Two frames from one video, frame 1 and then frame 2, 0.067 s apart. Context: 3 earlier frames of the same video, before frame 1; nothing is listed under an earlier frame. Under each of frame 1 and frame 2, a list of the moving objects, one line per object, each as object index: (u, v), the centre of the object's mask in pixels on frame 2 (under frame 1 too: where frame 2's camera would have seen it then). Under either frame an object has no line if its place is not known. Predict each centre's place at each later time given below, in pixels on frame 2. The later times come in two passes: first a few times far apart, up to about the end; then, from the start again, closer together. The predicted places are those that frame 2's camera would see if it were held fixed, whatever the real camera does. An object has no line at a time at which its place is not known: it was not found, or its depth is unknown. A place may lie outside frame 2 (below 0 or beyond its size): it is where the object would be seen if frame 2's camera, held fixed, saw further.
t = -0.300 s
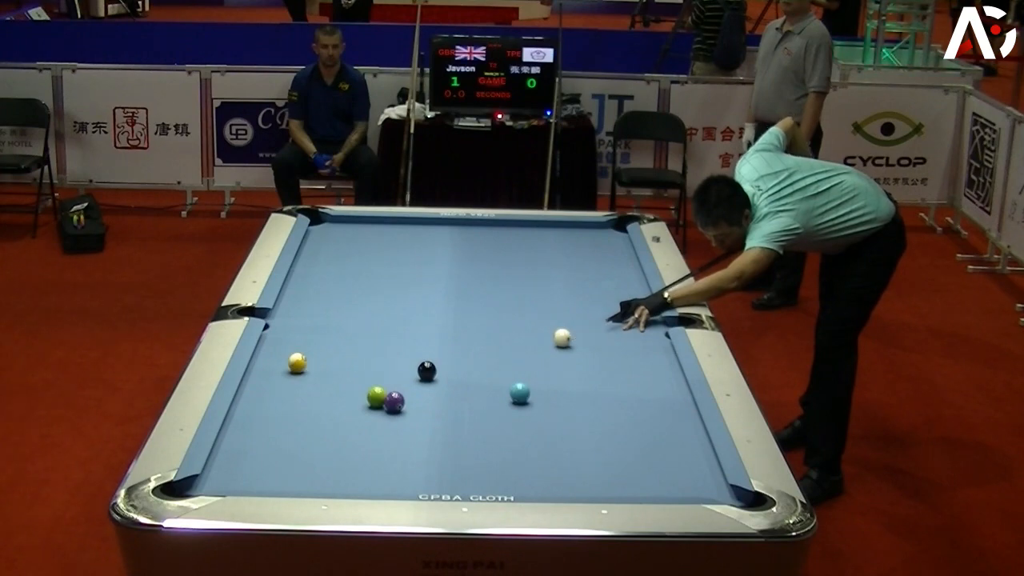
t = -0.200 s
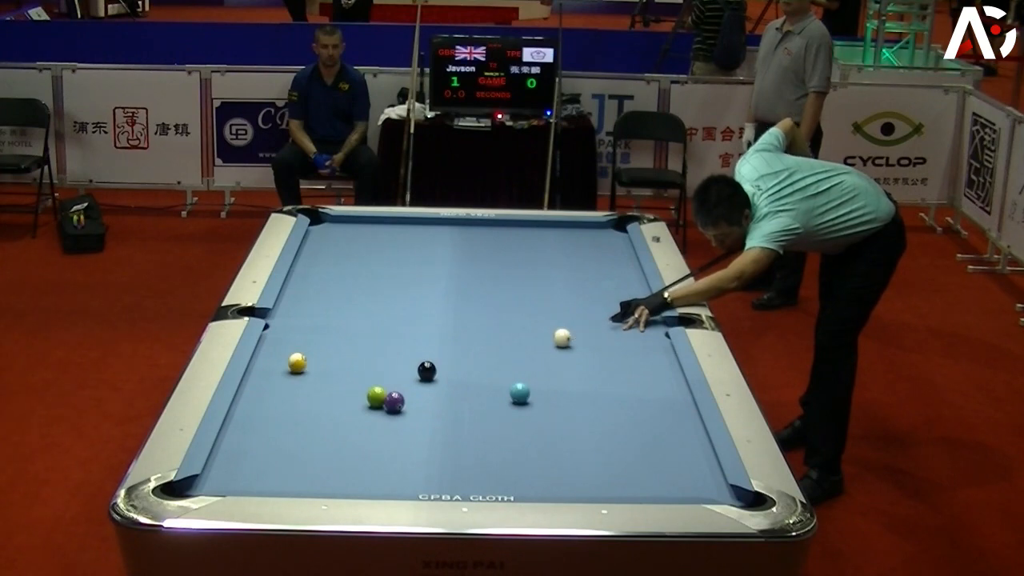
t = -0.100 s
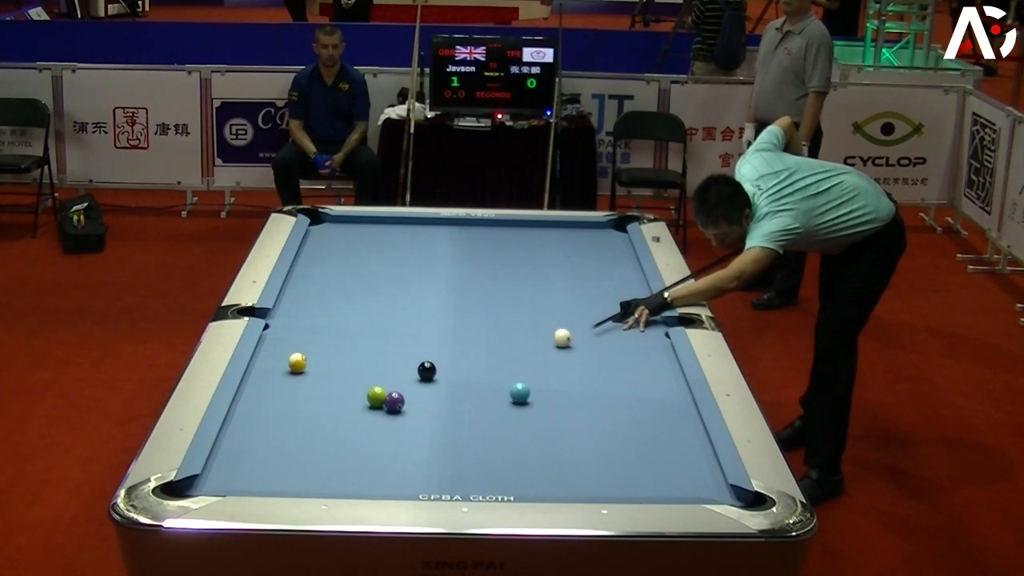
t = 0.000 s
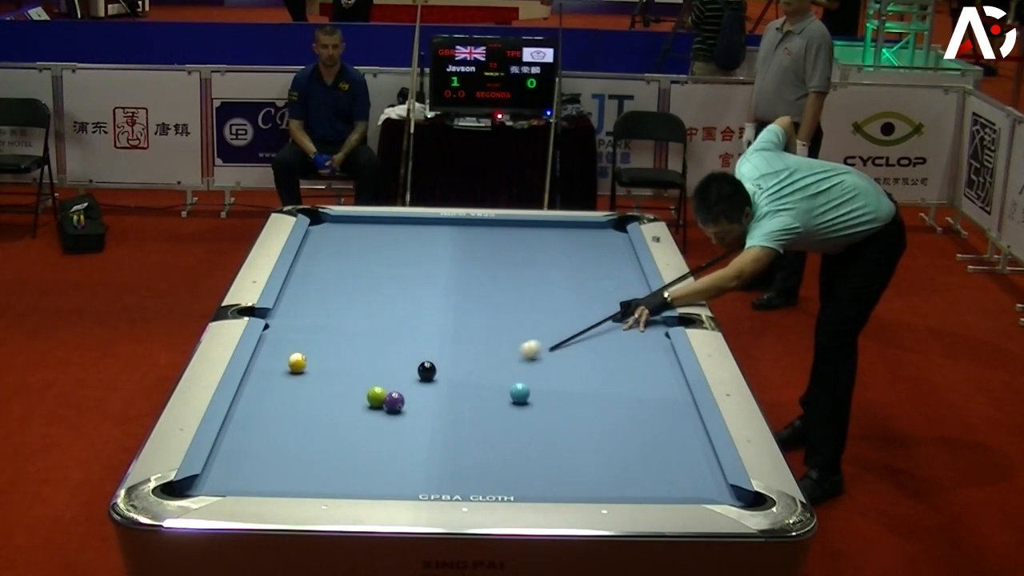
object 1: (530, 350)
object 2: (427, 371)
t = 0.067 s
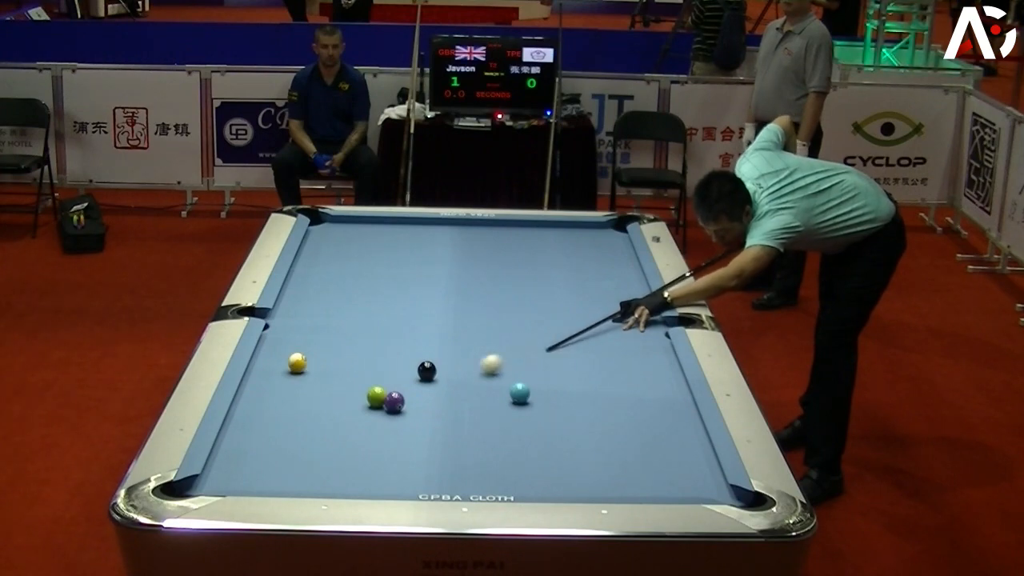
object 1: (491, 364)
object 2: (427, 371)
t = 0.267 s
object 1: (403, 394)
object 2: (427, 371)
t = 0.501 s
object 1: (407, 386)
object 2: (427, 371)
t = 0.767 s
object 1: (416, 377)
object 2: (429, 369)
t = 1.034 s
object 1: (415, 375)
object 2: (435, 366)
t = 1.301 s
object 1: (415, 373)
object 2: (441, 362)
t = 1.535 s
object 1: (415, 372)
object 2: (446, 359)
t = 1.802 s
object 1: (416, 371)
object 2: (450, 356)
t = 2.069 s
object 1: (416, 371)
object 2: (453, 355)
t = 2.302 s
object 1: (416, 371)
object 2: (455, 354)
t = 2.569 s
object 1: (416, 371)
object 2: (457, 353)
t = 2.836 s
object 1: (416, 371)
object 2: (458, 352)
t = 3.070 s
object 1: (416, 371)
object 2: (458, 352)
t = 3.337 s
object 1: (416, 371)
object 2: (458, 352)
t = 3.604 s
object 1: (416, 371)
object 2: (458, 352)
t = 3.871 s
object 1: (416, 371)
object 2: (458, 352)
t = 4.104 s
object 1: (416, 371)
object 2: (458, 352)
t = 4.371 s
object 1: (416, 371)
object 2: (458, 352)
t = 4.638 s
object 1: (416, 371)
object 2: (458, 352)
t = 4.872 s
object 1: (416, 371)
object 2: (458, 352)
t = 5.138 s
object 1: (416, 371)
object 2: (458, 352)
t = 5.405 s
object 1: (416, 371)
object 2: (458, 352)
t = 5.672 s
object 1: (416, 371)
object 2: (458, 352)
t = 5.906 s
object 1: (416, 371)
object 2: (458, 352)
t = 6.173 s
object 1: (416, 371)
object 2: (458, 352)
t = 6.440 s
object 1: (416, 371)
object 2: (458, 352)
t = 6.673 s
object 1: (416, 371)
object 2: (458, 352)
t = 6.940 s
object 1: (416, 371)
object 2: (458, 352)
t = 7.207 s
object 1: (416, 371)
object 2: (458, 352)
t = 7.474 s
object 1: (416, 371)
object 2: (458, 352)
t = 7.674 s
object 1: (416, 371)
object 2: (458, 352)
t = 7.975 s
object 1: (416, 371)
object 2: (458, 352)
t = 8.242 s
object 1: (416, 371)
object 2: (458, 352)
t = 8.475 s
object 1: (416, 371)
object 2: (458, 352)
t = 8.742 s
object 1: (416, 371)
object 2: (458, 352)
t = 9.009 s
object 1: (416, 371)
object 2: (458, 352)
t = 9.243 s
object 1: (416, 371)
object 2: (458, 352)
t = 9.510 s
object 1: (416, 371)
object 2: (458, 352)
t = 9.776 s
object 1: (416, 371)
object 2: (458, 352)
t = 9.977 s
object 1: (416, 371)
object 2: (458, 352)
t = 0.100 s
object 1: (471, 371)
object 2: (427, 371)
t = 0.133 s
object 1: (452, 379)
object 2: (427, 371)
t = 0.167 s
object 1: (431, 387)
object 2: (426, 369)
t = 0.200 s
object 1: (413, 394)
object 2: (427, 371)
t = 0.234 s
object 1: (405, 395)
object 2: (427, 371)
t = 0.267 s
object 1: (403, 394)
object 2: (427, 371)
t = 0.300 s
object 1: (402, 394)
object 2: (427, 371)
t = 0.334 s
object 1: (402, 393)
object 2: (427, 371)
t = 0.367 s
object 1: (403, 392)
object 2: (427, 371)
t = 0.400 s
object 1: (403, 390)
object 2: (427, 371)
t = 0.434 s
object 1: (405, 389)
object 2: (427, 371)
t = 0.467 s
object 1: (406, 387)
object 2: (427, 371)
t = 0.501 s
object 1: (407, 386)
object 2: (427, 371)
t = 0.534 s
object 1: (409, 385)
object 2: (427, 371)
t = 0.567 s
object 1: (410, 384)
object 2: (427, 371)
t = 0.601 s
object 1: (411, 382)
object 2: (427, 371)
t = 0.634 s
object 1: (412, 381)
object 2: (427, 370)
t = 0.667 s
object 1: (413, 380)
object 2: (428, 370)
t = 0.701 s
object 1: (414, 379)
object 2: (428, 370)
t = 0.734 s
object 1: (416, 377)
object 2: (428, 370)
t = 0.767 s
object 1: (416, 377)
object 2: (429, 369)
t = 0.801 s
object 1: (416, 376)
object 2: (430, 369)
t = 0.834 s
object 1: (416, 376)
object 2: (430, 369)
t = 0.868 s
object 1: (415, 376)
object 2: (431, 368)
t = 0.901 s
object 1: (415, 376)
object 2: (432, 368)
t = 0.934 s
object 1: (415, 375)
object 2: (432, 367)
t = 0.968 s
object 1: (415, 375)
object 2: (433, 367)
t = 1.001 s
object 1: (415, 375)
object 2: (434, 366)
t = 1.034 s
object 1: (415, 375)
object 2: (435, 366)
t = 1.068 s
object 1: (414, 374)
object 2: (436, 365)
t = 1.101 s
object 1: (414, 374)
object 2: (436, 365)
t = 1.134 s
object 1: (414, 374)
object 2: (437, 364)
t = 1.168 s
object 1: (414, 374)
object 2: (438, 364)
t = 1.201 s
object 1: (414, 374)
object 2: (439, 363)
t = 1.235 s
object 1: (414, 373)
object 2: (440, 362)
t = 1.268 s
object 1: (414, 373)
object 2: (440, 362)
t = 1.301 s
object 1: (415, 373)
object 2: (441, 362)
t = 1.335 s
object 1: (415, 373)
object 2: (442, 361)
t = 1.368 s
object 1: (415, 372)
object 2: (443, 360)
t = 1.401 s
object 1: (414, 372)
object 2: (443, 360)
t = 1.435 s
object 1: (415, 372)
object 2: (444, 360)
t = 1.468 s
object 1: (415, 372)
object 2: (444, 360)
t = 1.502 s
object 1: (415, 372)
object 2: (445, 359)
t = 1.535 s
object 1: (415, 372)
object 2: (446, 359)
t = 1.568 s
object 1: (415, 372)
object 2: (446, 358)
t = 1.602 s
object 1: (415, 372)
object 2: (447, 358)
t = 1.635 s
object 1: (415, 371)
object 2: (447, 358)
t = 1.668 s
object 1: (415, 371)
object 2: (448, 358)
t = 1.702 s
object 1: (415, 371)
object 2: (448, 357)
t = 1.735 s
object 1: (415, 371)
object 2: (449, 357)
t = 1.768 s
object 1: (416, 371)
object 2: (449, 357)
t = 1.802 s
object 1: (416, 371)
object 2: (450, 356)
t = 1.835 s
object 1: (416, 371)
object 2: (450, 356)
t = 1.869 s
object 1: (416, 371)
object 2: (451, 356)
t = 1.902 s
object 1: (416, 371)
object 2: (451, 355)
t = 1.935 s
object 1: (416, 371)
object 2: (452, 355)
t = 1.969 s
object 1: (416, 371)
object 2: (452, 355)
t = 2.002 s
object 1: (416, 371)
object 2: (452, 355)
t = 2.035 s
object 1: (416, 371)
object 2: (453, 355)
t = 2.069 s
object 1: (416, 371)
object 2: (453, 355)
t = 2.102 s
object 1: (416, 371)
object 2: (453, 354)
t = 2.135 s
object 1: (416, 371)
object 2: (454, 354)
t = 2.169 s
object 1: (416, 371)
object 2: (454, 354)
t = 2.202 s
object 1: (416, 371)
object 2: (454, 354)
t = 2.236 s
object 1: (416, 371)
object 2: (455, 354)
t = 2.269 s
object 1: (416, 371)
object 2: (455, 353)
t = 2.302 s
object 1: (416, 371)
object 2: (455, 354)
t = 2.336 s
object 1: (416, 371)
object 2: (456, 353)
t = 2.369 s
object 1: (416, 371)
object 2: (456, 353)
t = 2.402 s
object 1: (416, 371)
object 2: (456, 353)
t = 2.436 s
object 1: (416, 371)
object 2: (456, 353)
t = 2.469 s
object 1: (416, 371)
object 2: (457, 353)
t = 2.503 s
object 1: (416, 371)
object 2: (457, 353)
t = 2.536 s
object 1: (416, 371)
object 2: (457, 353)
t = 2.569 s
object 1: (416, 371)
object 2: (457, 353)
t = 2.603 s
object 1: (416, 371)
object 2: (457, 352)
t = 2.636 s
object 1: (416, 371)
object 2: (457, 352)
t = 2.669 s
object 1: (416, 371)
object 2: (458, 352)
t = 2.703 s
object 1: (416, 371)
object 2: (458, 352)
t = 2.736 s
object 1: (416, 371)
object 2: (458, 352)
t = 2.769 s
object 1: (416, 371)
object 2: (458, 352)
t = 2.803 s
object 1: (416, 371)
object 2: (458, 352)
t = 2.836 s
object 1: (416, 371)
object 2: (458, 352)
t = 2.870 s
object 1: (416, 371)
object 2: (458, 352)
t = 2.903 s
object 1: (416, 371)
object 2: (458, 352)
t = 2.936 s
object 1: (416, 371)
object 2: (458, 352)
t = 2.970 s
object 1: (416, 371)
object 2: (458, 352)
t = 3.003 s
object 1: (416, 371)
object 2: (458, 352)
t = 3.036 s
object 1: (416, 371)
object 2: (458, 352)
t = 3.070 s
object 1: (416, 371)
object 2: (458, 352)
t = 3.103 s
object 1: (416, 371)
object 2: (458, 352)
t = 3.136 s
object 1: (416, 371)
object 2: (458, 352)
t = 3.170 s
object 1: (416, 371)
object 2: (458, 352)
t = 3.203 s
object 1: (416, 371)
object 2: (458, 352)
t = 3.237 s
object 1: (416, 371)
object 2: (458, 352)
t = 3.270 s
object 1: (416, 371)
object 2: (458, 352)
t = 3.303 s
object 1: (416, 371)
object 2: (458, 352)
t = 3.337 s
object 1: (416, 371)
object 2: (458, 352)
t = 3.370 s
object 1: (416, 371)
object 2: (458, 352)
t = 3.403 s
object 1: (416, 371)
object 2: (458, 352)
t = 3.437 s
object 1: (416, 371)
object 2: (458, 352)
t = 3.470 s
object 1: (416, 371)
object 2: (458, 352)
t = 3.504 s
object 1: (416, 371)
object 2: (458, 352)
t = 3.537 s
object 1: (416, 371)
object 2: (458, 352)
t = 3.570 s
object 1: (416, 371)
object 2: (458, 352)
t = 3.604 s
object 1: (416, 371)
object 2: (458, 352)
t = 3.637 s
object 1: (416, 371)
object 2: (458, 352)
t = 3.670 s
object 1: (416, 371)
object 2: (458, 352)
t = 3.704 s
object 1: (416, 371)
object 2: (458, 352)
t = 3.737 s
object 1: (416, 371)
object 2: (458, 352)
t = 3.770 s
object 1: (416, 371)
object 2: (458, 352)
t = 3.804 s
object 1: (416, 371)
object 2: (458, 352)
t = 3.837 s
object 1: (416, 371)
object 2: (458, 352)
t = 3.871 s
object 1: (416, 371)
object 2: (458, 352)
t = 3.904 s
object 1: (416, 371)
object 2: (458, 352)
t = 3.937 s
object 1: (416, 371)
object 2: (458, 352)
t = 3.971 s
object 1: (416, 371)
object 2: (458, 352)
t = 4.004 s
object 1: (416, 371)
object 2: (458, 352)
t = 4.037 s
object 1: (416, 371)
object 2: (458, 352)
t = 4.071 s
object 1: (416, 371)
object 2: (458, 352)
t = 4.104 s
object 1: (416, 371)
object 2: (458, 352)
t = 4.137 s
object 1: (416, 371)
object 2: (458, 352)
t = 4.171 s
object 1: (416, 371)
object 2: (458, 352)
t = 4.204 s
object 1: (416, 371)
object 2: (458, 352)
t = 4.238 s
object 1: (416, 371)
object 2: (458, 352)
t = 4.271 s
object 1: (416, 371)
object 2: (458, 352)
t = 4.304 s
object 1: (416, 371)
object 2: (458, 352)
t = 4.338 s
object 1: (416, 371)
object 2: (458, 352)
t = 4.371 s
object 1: (416, 371)
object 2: (458, 352)
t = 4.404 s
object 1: (416, 371)
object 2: (458, 352)
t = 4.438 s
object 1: (416, 371)
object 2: (458, 352)
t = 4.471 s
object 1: (416, 371)
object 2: (458, 352)
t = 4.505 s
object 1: (416, 371)
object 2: (458, 352)
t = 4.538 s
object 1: (416, 371)
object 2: (458, 352)
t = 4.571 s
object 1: (416, 371)
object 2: (458, 352)
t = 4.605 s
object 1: (416, 371)
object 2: (458, 352)
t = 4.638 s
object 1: (416, 371)
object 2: (458, 352)
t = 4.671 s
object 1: (416, 371)
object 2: (458, 352)
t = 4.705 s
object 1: (416, 371)
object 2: (458, 352)
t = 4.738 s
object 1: (416, 371)
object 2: (458, 352)
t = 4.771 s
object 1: (416, 371)
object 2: (458, 352)
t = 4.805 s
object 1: (416, 371)
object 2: (458, 352)
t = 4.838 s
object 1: (416, 371)
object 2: (458, 352)
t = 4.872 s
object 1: (416, 371)
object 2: (458, 352)
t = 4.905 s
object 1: (416, 371)
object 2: (458, 352)
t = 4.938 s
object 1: (416, 371)
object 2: (458, 352)
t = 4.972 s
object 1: (416, 371)
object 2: (458, 352)
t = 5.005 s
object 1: (416, 371)
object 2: (458, 352)
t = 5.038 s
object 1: (416, 371)
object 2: (458, 352)
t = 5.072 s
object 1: (416, 371)
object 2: (458, 352)
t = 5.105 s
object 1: (416, 371)
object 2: (458, 352)
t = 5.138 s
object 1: (416, 371)
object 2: (458, 352)
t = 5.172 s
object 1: (416, 371)
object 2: (458, 352)
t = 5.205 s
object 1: (416, 371)
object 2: (458, 352)
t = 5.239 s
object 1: (416, 371)
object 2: (458, 352)
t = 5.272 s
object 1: (416, 371)
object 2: (458, 352)
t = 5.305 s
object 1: (416, 371)
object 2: (458, 352)
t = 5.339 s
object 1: (416, 371)
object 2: (458, 352)
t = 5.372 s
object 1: (416, 371)
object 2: (458, 352)
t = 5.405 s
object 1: (416, 371)
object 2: (458, 352)
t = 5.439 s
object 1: (416, 371)
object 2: (458, 352)
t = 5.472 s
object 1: (416, 371)
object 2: (458, 352)
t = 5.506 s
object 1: (416, 371)
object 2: (458, 352)
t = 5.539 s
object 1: (416, 371)
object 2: (458, 352)
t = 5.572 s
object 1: (416, 371)
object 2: (458, 352)
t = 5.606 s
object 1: (416, 371)
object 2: (458, 352)
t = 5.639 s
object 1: (416, 371)
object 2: (458, 352)
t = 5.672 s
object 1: (416, 371)
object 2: (458, 352)
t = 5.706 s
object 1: (416, 371)
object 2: (458, 352)
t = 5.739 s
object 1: (416, 371)
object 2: (458, 352)
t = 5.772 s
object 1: (416, 371)
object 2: (458, 352)
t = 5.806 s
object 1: (416, 371)
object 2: (458, 352)
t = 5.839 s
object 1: (416, 371)
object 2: (458, 352)
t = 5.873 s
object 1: (416, 371)
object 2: (458, 352)
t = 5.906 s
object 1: (416, 371)
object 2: (458, 352)
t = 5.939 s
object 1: (416, 371)
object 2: (458, 352)
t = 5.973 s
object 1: (416, 371)
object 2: (458, 352)
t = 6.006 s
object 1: (416, 371)
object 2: (458, 352)
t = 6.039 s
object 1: (416, 371)
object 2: (458, 352)
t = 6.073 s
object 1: (416, 371)
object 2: (458, 352)
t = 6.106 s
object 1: (416, 371)
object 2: (458, 352)
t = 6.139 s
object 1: (416, 371)
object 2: (458, 352)
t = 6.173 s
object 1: (416, 371)
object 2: (458, 352)
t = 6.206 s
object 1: (416, 371)
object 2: (458, 352)
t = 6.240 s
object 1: (416, 371)
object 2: (458, 352)
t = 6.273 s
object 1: (416, 371)
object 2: (458, 352)
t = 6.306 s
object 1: (416, 371)
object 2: (458, 352)
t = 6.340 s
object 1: (416, 371)
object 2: (458, 352)
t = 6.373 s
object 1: (416, 371)
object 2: (458, 352)
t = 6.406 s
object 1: (416, 371)
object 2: (458, 352)
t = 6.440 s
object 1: (416, 371)
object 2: (458, 352)
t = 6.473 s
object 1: (416, 371)
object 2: (458, 352)
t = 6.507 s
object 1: (416, 371)
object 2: (458, 352)
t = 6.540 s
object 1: (416, 371)
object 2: (458, 352)
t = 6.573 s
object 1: (416, 371)
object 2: (458, 352)
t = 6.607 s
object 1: (416, 371)
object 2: (458, 352)
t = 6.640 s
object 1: (416, 371)
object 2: (458, 352)
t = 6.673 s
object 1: (416, 371)
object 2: (458, 352)
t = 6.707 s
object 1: (416, 371)
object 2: (458, 352)
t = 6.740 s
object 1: (416, 371)
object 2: (458, 352)
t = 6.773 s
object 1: (416, 371)
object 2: (458, 352)
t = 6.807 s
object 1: (416, 371)
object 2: (458, 352)
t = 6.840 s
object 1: (416, 371)
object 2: (458, 352)
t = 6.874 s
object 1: (416, 371)
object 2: (458, 352)
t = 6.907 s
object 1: (416, 371)
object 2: (458, 352)
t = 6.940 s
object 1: (416, 371)
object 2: (458, 352)
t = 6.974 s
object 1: (416, 371)
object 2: (458, 352)
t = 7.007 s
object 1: (416, 371)
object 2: (458, 352)
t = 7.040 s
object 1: (416, 371)
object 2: (458, 352)
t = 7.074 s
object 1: (416, 371)
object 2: (458, 352)
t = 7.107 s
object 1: (416, 371)
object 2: (458, 352)
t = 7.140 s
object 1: (416, 371)
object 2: (458, 352)
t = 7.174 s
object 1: (416, 371)
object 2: (458, 352)
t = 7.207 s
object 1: (416, 371)
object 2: (458, 352)
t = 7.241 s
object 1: (416, 371)
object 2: (458, 352)
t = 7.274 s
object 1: (416, 371)
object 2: (458, 352)
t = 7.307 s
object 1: (416, 371)
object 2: (458, 352)
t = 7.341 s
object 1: (416, 371)
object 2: (458, 352)
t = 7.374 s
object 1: (416, 371)
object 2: (458, 352)
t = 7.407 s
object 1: (416, 371)
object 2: (458, 352)
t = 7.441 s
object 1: (416, 371)
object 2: (458, 352)
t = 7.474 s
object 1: (416, 371)
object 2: (458, 352)
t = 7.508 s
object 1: (416, 371)
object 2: (458, 352)
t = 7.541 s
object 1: (416, 371)
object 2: (458, 352)
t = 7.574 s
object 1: (416, 371)
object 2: (458, 352)
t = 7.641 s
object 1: (416, 371)
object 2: (458, 352)
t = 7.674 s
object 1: (416, 371)
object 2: (458, 352)
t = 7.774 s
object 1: (416, 371)
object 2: (458, 352)
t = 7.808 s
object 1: (416, 371)
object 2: (458, 352)
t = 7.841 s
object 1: (416, 371)
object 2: (458, 352)
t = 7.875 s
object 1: (416, 371)
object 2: (458, 352)
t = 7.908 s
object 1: (416, 371)
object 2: (458, 352)
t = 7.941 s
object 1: (416, 371)
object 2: (458, 352)
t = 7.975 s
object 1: (416, 371)
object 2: (458, 352)
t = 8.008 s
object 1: (416, 371)
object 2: (458, 352)
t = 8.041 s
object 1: (416, 371)
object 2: (458, 352)
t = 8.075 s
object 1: (416, 371)
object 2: (458, 352)
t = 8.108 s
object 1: (416, 371)
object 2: (458, 352)
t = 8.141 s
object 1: (416, 371)
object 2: (458, 352)
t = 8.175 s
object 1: (416, 371)
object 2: (458, 352)
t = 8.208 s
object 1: (416, 371)
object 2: (458, 352)
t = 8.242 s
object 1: (416, 371)
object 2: (458, 352)
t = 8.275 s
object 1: (416, 371)
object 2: (458, 352)
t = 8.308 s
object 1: (416, 371)
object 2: (458, 352)
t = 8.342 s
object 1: (416, 371)
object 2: (458, 352)
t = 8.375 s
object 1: (416, 371)
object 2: (458, 352)
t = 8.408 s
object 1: (416, 371)
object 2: (458, 352)
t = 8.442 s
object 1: (416, 371)
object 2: (458, 352)
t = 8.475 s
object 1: (416, 371)
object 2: (458, 352)
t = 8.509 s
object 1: (416, 371)
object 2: (458, 352)
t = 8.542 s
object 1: (416, 371)
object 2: (458, 352)
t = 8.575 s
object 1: (416, 371)
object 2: (458, 352)
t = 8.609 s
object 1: (416, 371)
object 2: (458, 352)
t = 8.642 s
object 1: (416, 371)
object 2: (458, 352)
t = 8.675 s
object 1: (416, 371)
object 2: (458, 352)
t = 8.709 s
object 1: (416, 371)
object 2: (458, 352)
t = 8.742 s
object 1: (416, 371)
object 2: (458, 352)
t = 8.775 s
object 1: (416, 371)
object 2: (458, 352)
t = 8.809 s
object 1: (416, 371)
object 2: (458, 352)
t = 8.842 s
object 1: (416, 371)
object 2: (458, 352)
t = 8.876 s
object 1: (416, 371)
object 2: (458, 352)
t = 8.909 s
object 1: (416, 371)
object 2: (458, 352)
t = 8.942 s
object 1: (416, 371)
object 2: (458, 352)
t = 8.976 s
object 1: (416, 371)
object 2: (458, 352)
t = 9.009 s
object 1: (416, 371)
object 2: (458, 352)
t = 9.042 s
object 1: (416, 371)
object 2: (458, 352)
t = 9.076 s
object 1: (416, 371)
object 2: (458, 352)
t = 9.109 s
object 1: (416, 371)
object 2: (458, 352)
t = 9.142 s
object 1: (416, 371)
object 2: (458, 352)
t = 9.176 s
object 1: (416, 371)
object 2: (458, 352)
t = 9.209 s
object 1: (416, 371)
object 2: (458, 352)
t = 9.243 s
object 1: (416, 371)
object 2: (458, 352)
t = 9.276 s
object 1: (416, 371)
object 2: (458, 352)
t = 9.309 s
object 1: (416, 371)
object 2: (458, 352)
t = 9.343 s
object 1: (416, 371)
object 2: (458, 352)
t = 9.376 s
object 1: (416, 371)
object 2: (458, 352)
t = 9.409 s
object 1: (416, 371)
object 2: (458, 352)
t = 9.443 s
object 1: (416, 371)
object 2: (458, 352)
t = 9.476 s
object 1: (416, 371)
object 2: (458, 352)
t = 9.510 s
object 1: (416, 371)
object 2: (458, 352)
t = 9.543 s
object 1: (416, 371)
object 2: (458, 352)
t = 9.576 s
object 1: (416, 371)
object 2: (458, 352)
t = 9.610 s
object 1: (416, 371)
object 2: (458, 352)
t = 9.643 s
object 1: (416, 371)
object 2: (458, 352)
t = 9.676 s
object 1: (416, 371)
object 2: (458, 352)
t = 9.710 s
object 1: (416, 371)
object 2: (458, 352)
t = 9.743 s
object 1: (416, 371)
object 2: (458, 352)
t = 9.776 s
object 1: (416, 371)
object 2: (458, 352)
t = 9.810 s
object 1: (416, 371)
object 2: (458, 352)
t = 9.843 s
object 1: (416, 371)
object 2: (458, 352)
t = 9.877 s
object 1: (416, 371)
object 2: (458, 352)
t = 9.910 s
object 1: (416, 371)
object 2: (458, 352)
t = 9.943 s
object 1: (416, 371)
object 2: (458, 352)
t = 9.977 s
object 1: (416, 371)
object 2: (458, 352)
